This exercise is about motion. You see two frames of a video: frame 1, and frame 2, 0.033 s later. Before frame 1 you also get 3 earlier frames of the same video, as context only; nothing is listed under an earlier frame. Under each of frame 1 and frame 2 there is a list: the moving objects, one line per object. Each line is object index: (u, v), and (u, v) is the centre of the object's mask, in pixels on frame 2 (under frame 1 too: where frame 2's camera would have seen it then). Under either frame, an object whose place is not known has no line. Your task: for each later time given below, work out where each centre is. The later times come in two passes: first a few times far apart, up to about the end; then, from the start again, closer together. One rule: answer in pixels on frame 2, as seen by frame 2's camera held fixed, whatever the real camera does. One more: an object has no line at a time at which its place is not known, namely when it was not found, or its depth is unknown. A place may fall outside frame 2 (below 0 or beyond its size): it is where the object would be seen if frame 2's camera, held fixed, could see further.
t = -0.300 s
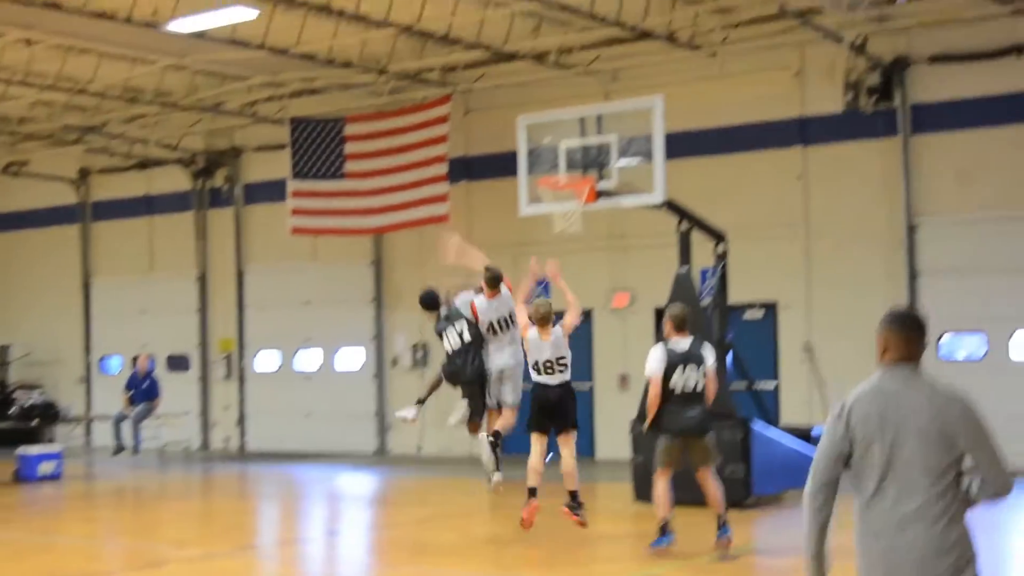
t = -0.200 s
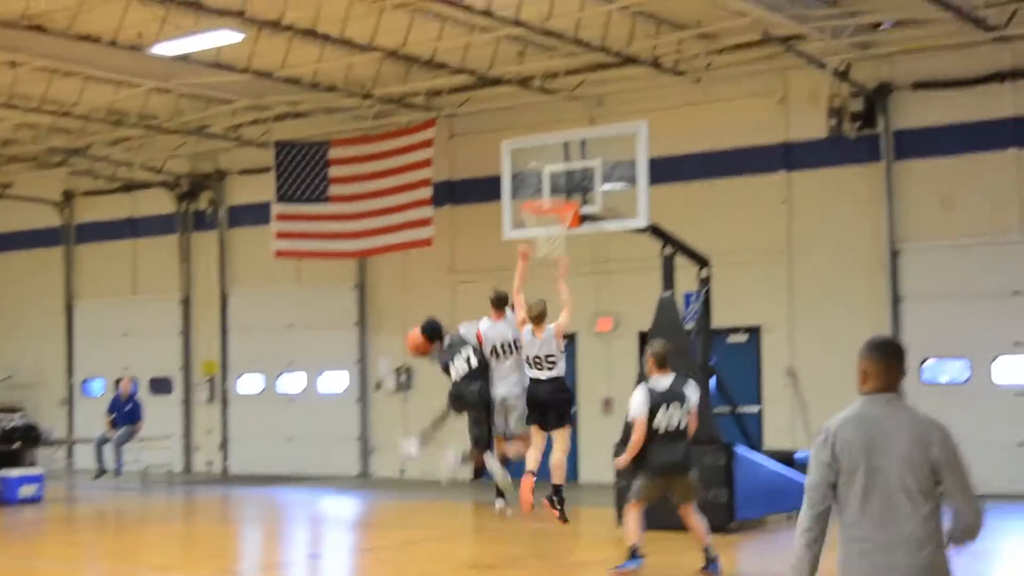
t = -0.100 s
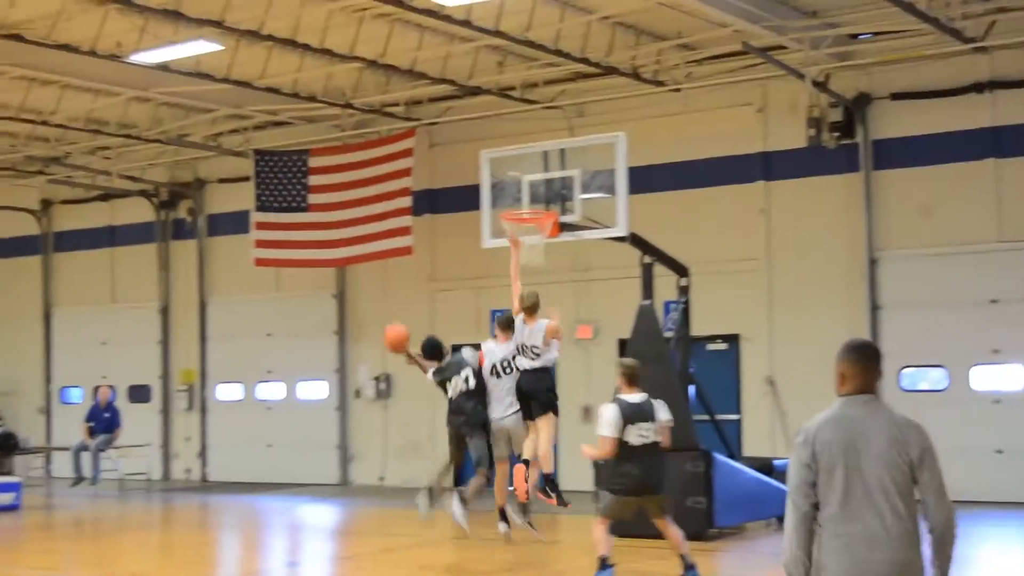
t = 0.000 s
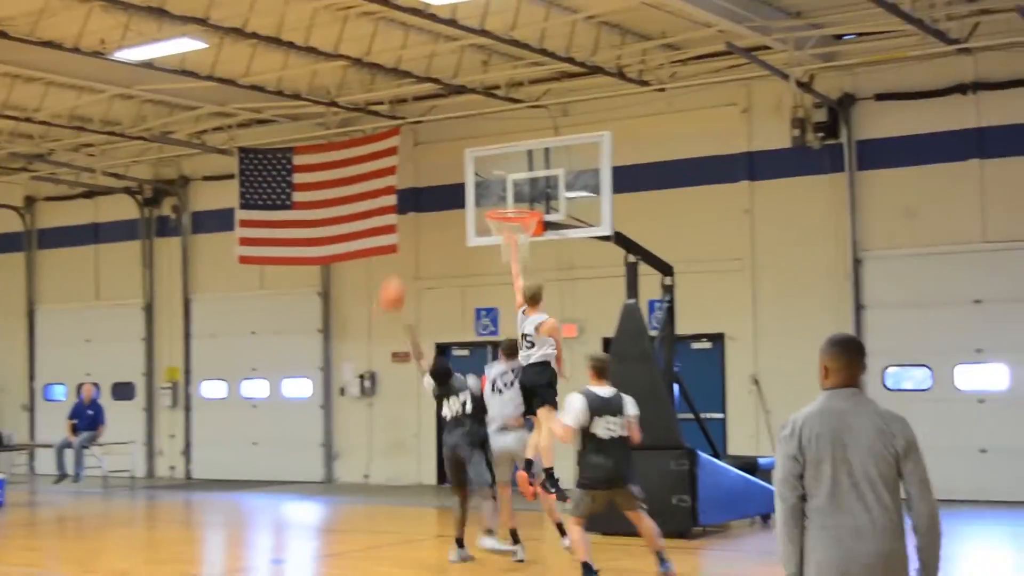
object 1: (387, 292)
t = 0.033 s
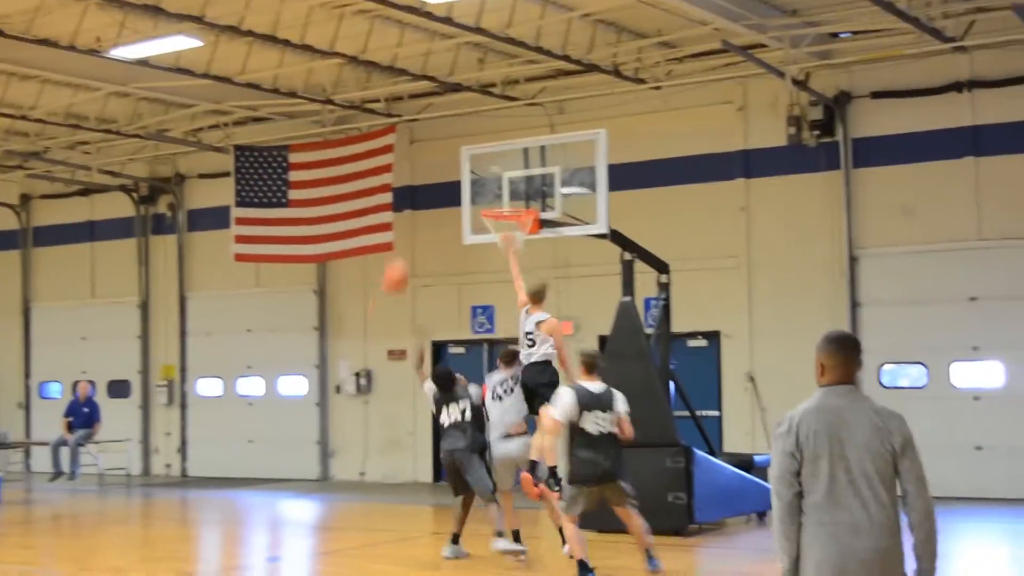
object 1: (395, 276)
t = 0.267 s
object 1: (447, 195)
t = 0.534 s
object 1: (499, 174)
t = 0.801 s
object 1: (498, 227)
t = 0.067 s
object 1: (403, 261)
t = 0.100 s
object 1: (411, 246)
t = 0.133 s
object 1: (418, 235)
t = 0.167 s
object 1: (425, 223)
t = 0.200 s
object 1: (433, 212)
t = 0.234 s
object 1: (440, 203)
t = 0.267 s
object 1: (447, 195)
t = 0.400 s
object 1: (478, 176)
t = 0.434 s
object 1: (484, 173)
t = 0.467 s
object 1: (492, 173)
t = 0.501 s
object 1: (498, 173)
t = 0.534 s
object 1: (499, 174)
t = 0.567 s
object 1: (499, 178)
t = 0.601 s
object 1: (497, 182)
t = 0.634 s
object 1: (497, 186)
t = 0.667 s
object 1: (497, 193)
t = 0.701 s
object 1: (497, 198)
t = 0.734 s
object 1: (496, 202)
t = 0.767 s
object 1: (497, 220)
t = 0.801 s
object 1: (498, 227)
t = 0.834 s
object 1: (500, 238)
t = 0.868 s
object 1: (501, 243)
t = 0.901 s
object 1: (503, 248)
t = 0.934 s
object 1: (505, 255)
